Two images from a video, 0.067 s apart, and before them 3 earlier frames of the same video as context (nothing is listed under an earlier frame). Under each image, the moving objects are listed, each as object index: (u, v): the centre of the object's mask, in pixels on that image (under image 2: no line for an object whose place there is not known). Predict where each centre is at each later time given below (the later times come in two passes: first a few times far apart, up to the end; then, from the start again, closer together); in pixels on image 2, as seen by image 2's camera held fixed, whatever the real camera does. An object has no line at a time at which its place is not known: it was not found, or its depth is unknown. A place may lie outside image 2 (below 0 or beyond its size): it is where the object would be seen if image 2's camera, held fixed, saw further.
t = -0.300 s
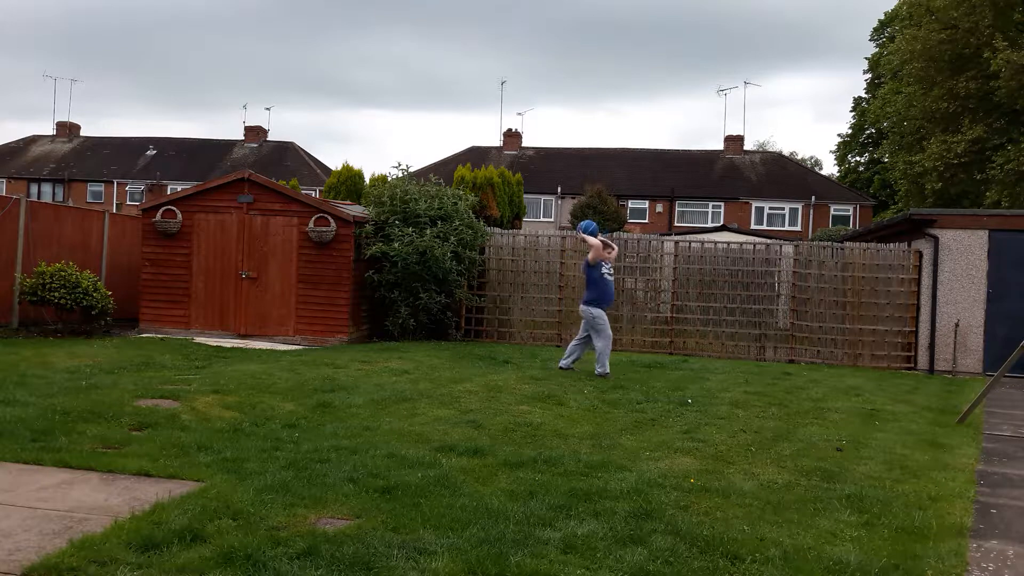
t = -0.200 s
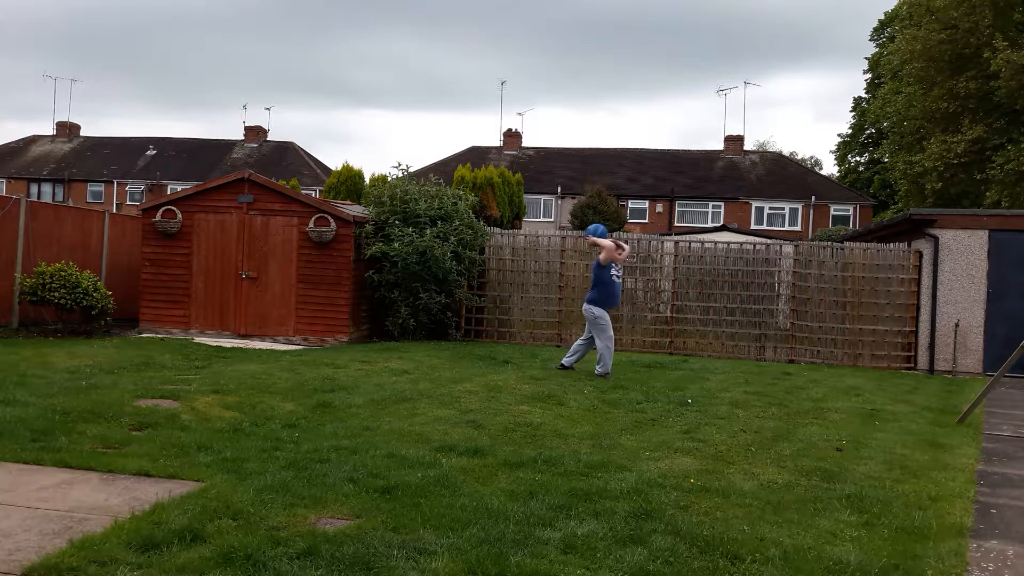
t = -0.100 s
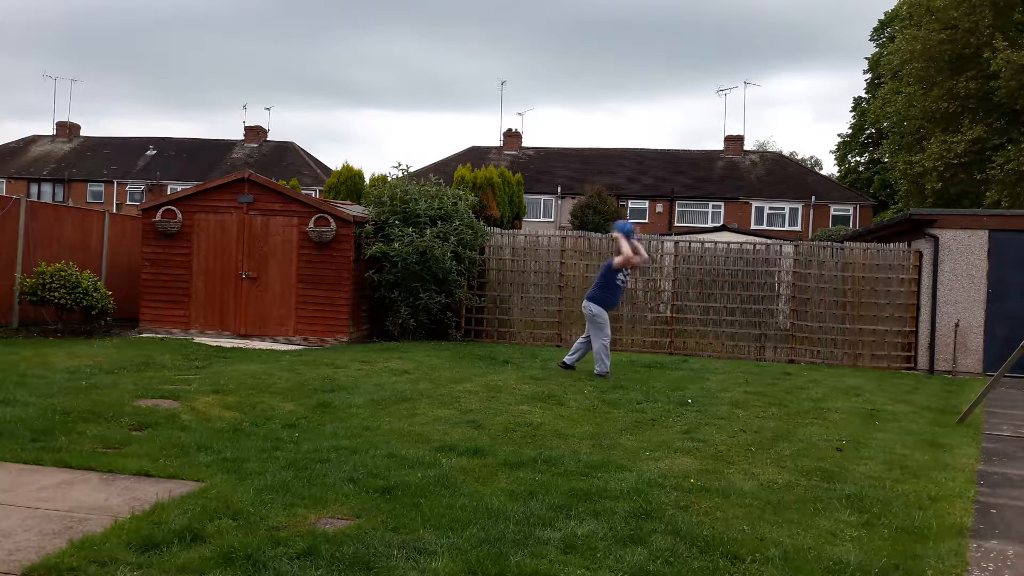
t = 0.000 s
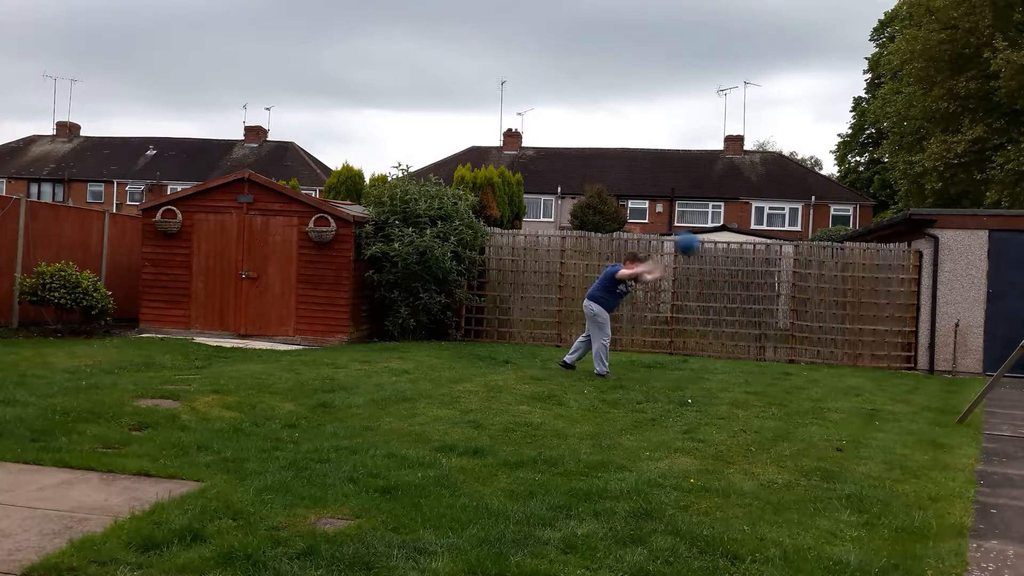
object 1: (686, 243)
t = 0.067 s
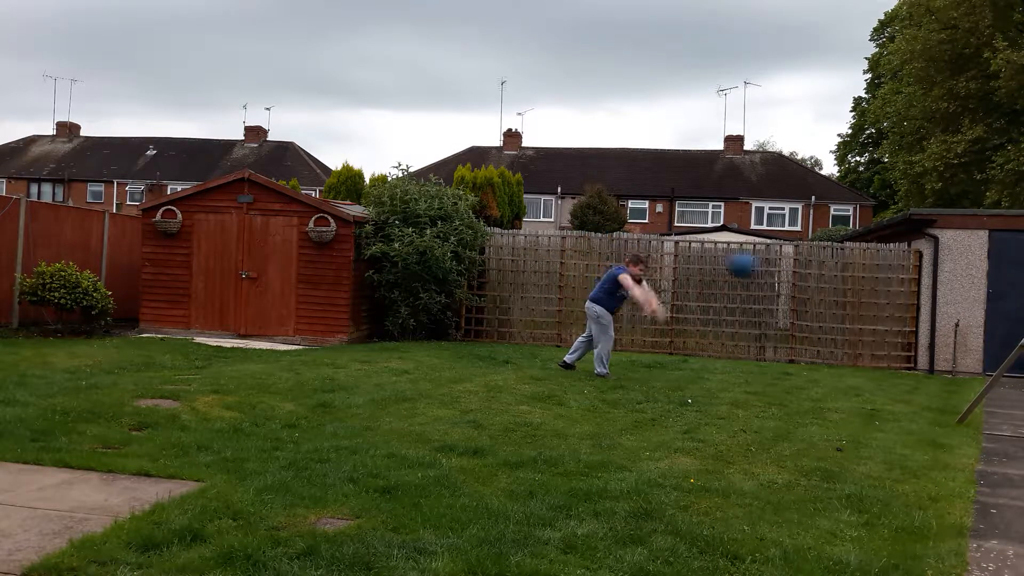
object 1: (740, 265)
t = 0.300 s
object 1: (962, 391)
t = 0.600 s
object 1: (780, 378)
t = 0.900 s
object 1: (624, 394)
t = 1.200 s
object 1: (495, 386)
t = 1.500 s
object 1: (371, 390)
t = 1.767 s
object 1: (263, 383)
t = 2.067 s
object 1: (149, 377)
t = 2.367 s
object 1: (36, 381)
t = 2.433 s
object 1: (15, 381)
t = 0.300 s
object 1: (962, 391)
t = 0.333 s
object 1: (951, 390)
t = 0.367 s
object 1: (931, 385)
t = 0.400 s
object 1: (909, 380)
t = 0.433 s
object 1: (888, 376)
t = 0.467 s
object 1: (867, 373)
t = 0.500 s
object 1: (846, 373)
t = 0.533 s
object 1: (824, 373)
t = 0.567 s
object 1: (802, 374)
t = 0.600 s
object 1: (780, 378)
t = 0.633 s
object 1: (759, 382)
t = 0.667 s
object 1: (736, 387)
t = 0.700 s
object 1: (715, 395)
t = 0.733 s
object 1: (697, 396)
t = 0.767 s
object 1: (682, 394)
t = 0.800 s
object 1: (668, 392)
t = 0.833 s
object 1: (653, 391)
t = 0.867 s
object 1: (639, 392)
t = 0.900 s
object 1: (624, 394)
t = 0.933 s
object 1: (609, 397)
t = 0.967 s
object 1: (595, 399)
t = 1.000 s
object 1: (580, 397)
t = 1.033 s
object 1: (566, 395)
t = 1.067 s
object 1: (552, 393)
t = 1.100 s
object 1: (537, 392)
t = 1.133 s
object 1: (522, 391)
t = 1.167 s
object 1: (509, 388)
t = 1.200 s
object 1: (495, 386)
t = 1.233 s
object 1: (481, 384)
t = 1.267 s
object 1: (467, 383)
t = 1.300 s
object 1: (454, 385)
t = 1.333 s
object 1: (440, 386)
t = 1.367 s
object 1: (425, 385)
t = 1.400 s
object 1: (412, 385)
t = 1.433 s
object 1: (398, 386)
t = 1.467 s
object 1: (385, 388)
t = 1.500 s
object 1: (371, 390)
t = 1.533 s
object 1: (357, 390)
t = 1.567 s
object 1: (343, 389)
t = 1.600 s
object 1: (329, 388)
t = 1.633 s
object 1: (316, 389)
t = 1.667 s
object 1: (302, 387)
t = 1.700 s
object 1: (290, 385)
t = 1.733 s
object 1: (276, 383)
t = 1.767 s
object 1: (263, 383)
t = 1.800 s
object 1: (251, 381)
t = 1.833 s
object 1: (238, 379)
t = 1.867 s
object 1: (224, 378)
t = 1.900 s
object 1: (212, 377)
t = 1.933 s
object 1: (200, 376)
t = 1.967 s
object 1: (187, 376)
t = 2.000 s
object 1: (174, 376)
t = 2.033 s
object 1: (161, 376)
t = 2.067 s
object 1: (149, 377)
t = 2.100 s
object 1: (137, 377)
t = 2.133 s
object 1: (124, 378)
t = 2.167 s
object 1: (112, 378)
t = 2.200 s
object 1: (99, 378)
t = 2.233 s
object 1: (86, 378)
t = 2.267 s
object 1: (74, 380)
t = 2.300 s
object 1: (61, 380)
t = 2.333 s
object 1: (49, 381)
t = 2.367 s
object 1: (36, 381)
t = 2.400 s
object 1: (25, 381)
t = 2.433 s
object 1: (15, 381)
